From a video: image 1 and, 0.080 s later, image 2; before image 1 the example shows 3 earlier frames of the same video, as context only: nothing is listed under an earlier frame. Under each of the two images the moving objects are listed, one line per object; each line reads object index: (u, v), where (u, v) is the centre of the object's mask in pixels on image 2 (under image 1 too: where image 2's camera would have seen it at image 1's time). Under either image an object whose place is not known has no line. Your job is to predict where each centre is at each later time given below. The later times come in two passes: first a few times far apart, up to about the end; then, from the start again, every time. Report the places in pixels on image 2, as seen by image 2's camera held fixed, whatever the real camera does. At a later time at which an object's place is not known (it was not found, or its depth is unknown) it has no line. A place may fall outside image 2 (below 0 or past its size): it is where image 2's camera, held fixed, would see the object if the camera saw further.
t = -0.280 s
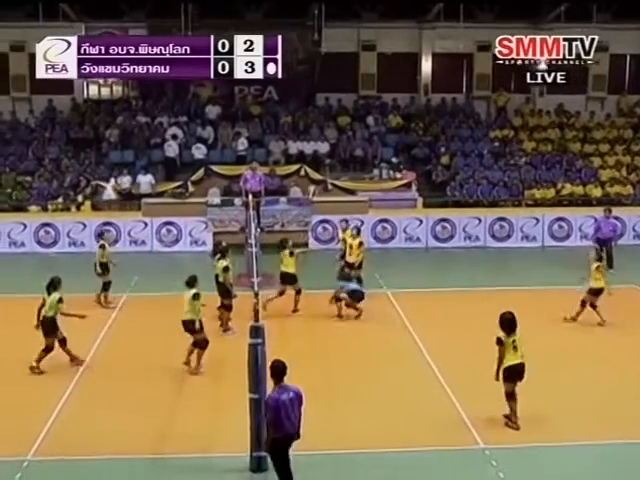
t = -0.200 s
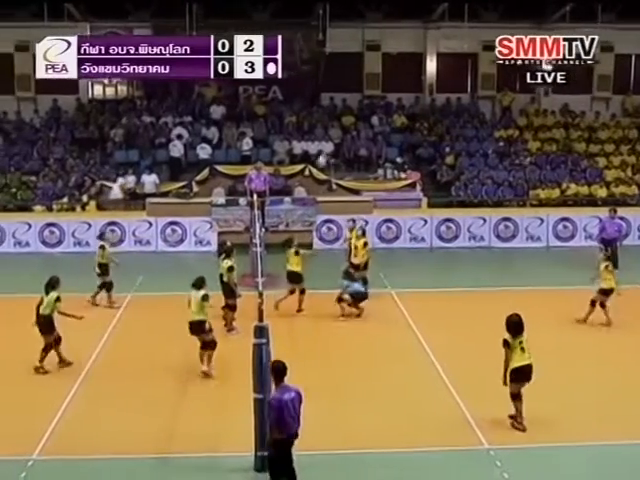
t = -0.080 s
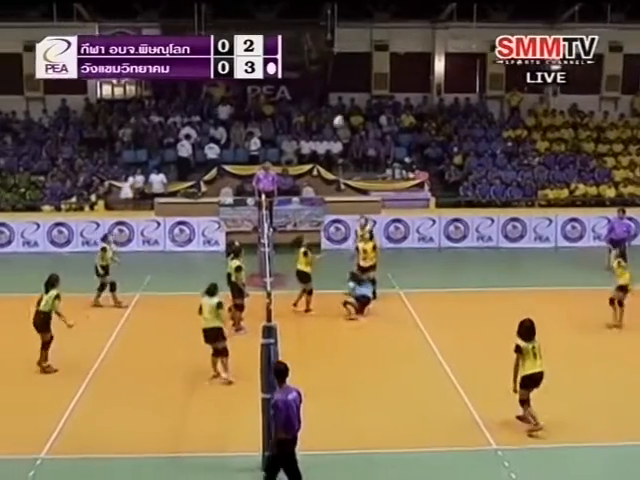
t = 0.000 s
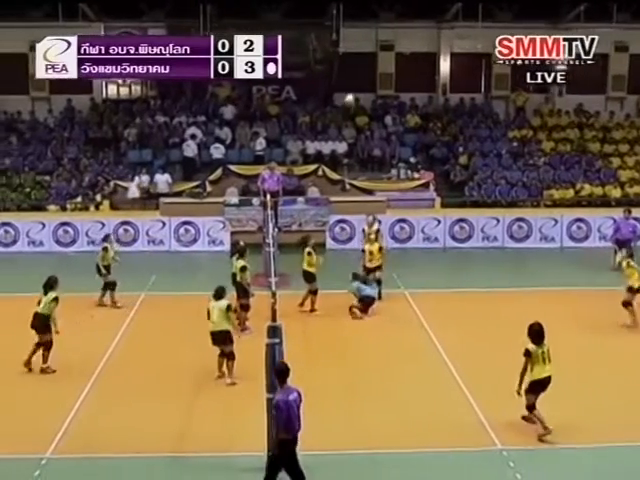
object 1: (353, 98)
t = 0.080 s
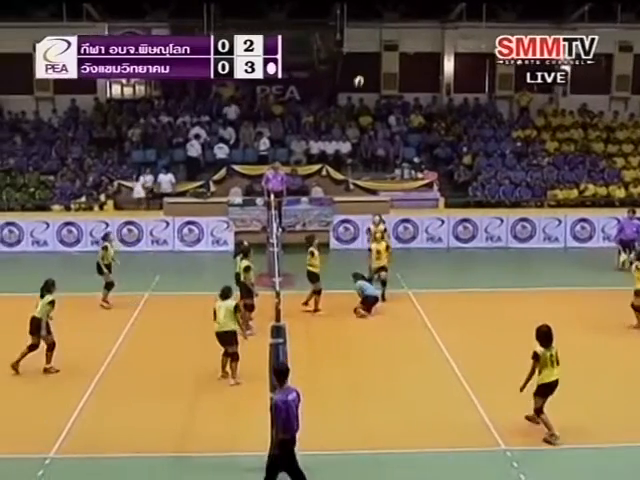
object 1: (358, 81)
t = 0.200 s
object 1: (366, 59)
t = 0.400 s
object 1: (378, 37)
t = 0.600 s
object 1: (390, 36)
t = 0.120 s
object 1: (361, 73)
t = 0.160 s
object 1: (364, 66)
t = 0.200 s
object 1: (366, 59)
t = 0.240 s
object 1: (369, 53)
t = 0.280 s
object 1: (371, 48)
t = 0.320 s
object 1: (374, 45)
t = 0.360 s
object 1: (375, 40)
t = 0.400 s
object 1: (378, 37)
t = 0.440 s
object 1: (380, 36)
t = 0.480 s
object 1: (382, 35)
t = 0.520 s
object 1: (385, 34)
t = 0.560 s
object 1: (387, 35)
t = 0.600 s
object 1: (390, 36)
